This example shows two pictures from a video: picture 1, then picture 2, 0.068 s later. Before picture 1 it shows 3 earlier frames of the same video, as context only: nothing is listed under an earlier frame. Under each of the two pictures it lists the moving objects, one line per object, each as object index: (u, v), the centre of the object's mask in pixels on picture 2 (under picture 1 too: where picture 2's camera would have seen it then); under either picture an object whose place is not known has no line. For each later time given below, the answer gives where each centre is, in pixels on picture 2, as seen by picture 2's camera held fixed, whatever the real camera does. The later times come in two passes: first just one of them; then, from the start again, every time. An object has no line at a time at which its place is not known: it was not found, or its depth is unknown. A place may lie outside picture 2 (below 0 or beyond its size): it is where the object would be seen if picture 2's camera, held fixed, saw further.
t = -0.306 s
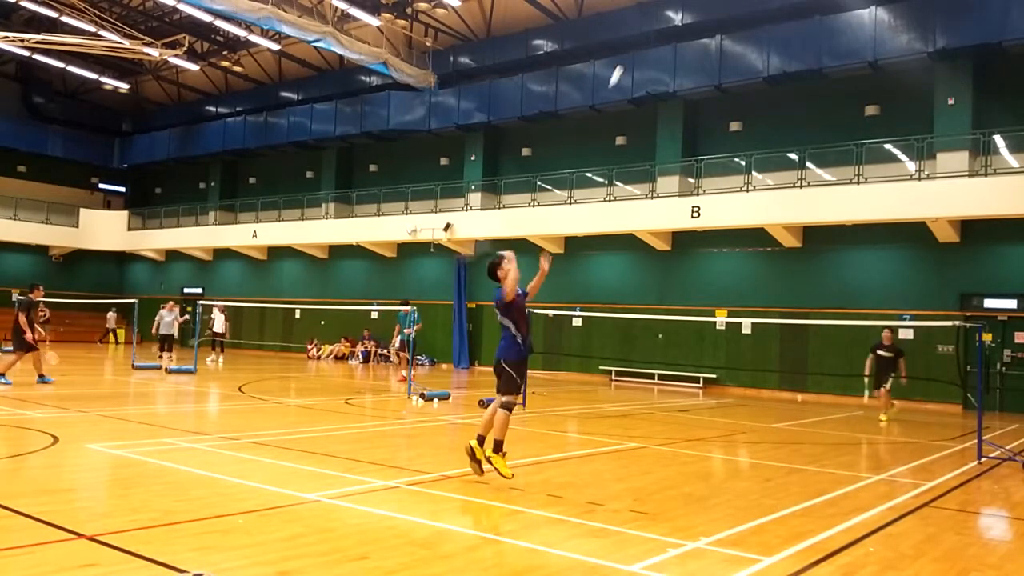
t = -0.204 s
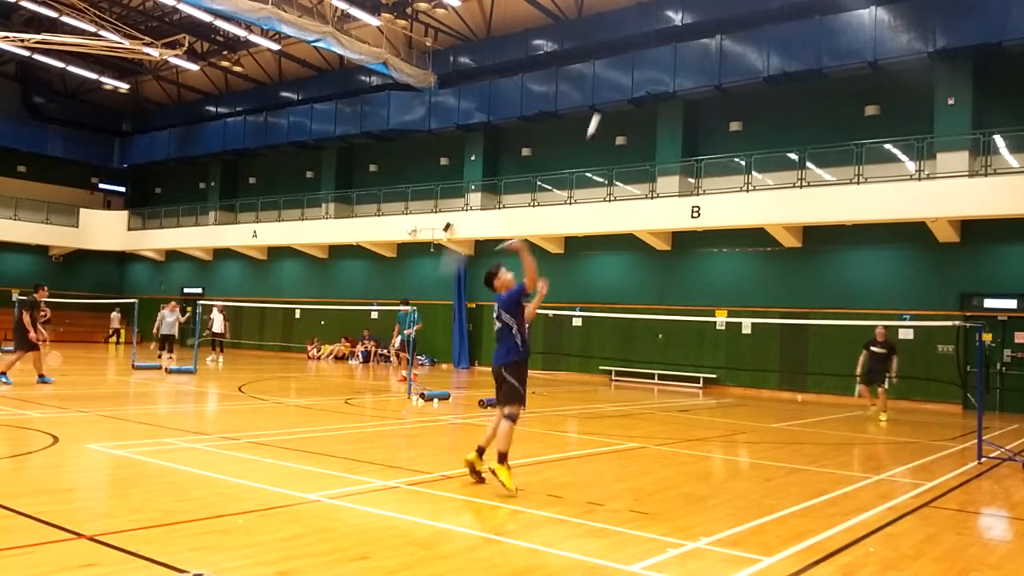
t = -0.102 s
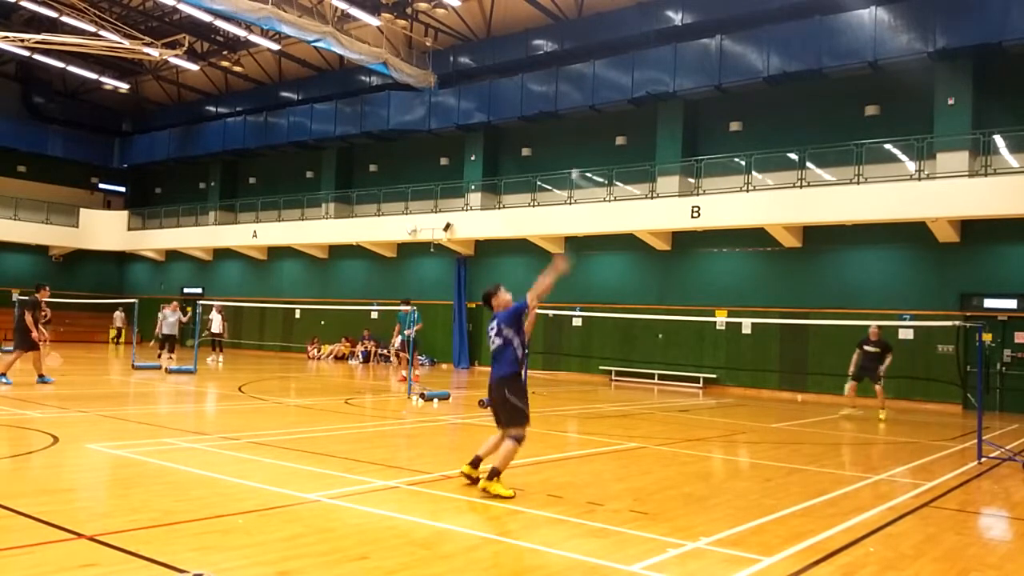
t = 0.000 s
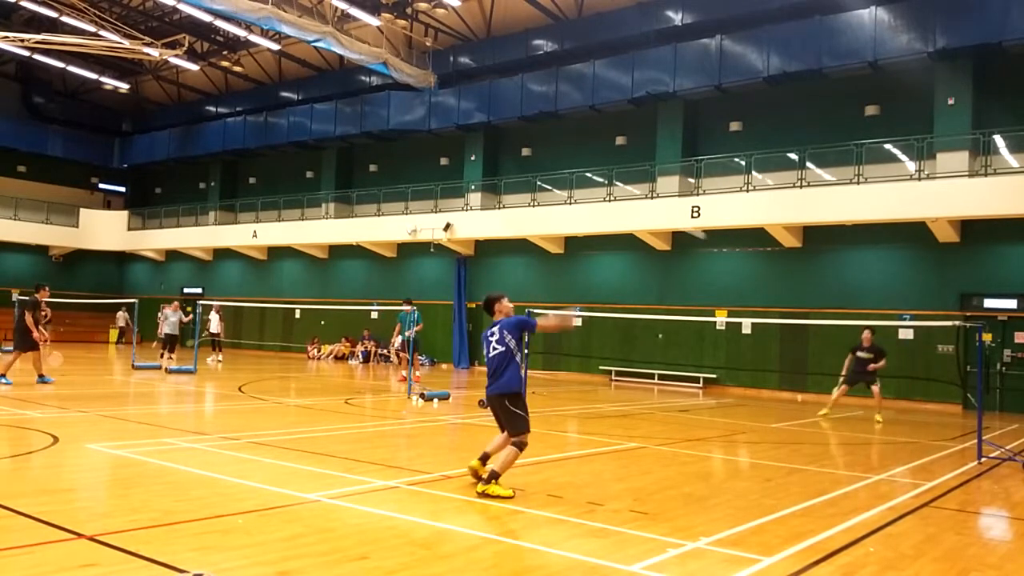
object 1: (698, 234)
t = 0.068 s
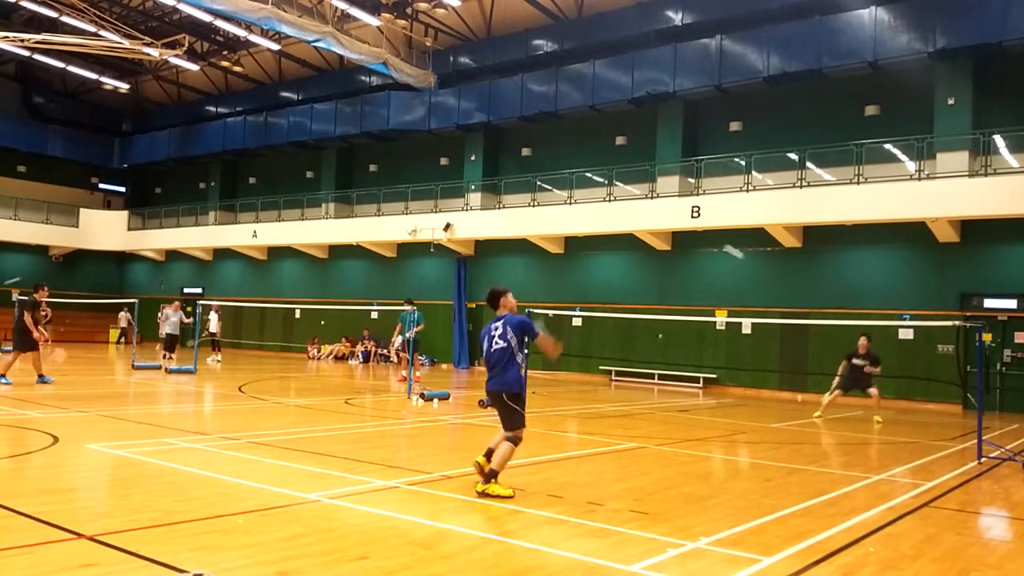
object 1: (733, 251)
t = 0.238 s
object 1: (797, 298)
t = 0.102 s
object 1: (750, 261)
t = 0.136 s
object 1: (764, 271)
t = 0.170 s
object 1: (776, 280)
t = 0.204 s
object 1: (787, 289)
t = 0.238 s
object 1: (797, 298)
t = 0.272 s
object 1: (806, 307)
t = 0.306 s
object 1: (814, 315)
